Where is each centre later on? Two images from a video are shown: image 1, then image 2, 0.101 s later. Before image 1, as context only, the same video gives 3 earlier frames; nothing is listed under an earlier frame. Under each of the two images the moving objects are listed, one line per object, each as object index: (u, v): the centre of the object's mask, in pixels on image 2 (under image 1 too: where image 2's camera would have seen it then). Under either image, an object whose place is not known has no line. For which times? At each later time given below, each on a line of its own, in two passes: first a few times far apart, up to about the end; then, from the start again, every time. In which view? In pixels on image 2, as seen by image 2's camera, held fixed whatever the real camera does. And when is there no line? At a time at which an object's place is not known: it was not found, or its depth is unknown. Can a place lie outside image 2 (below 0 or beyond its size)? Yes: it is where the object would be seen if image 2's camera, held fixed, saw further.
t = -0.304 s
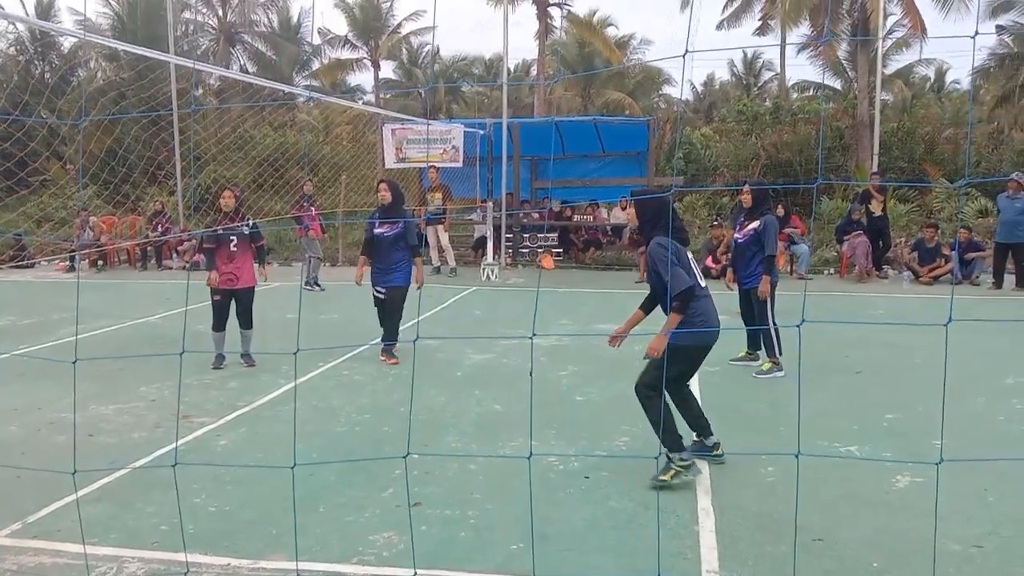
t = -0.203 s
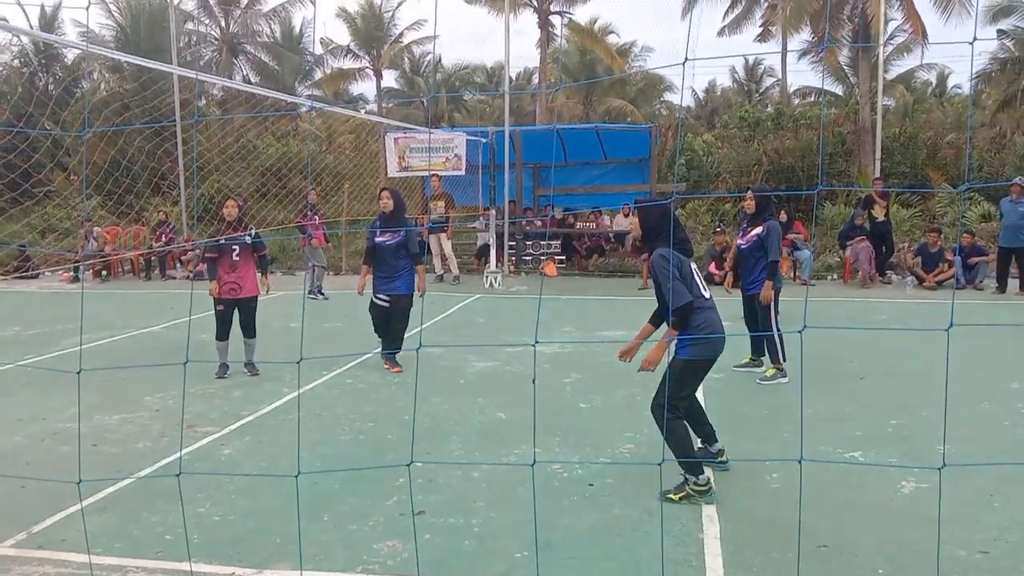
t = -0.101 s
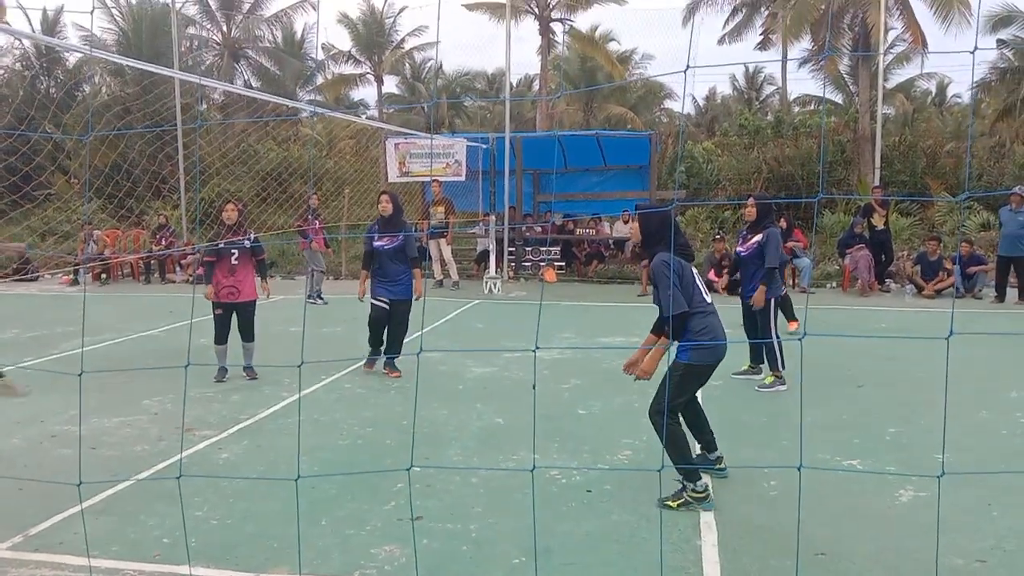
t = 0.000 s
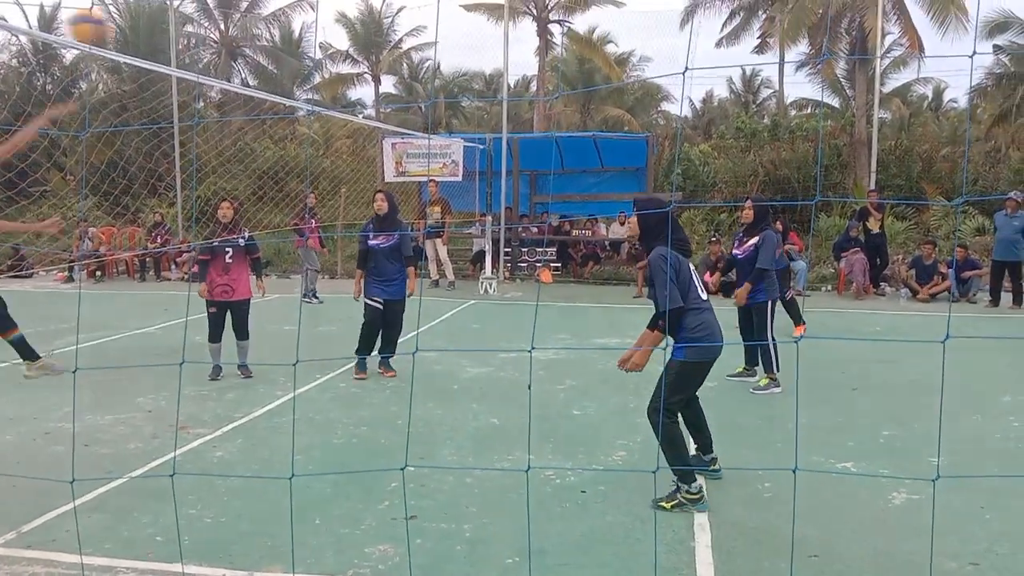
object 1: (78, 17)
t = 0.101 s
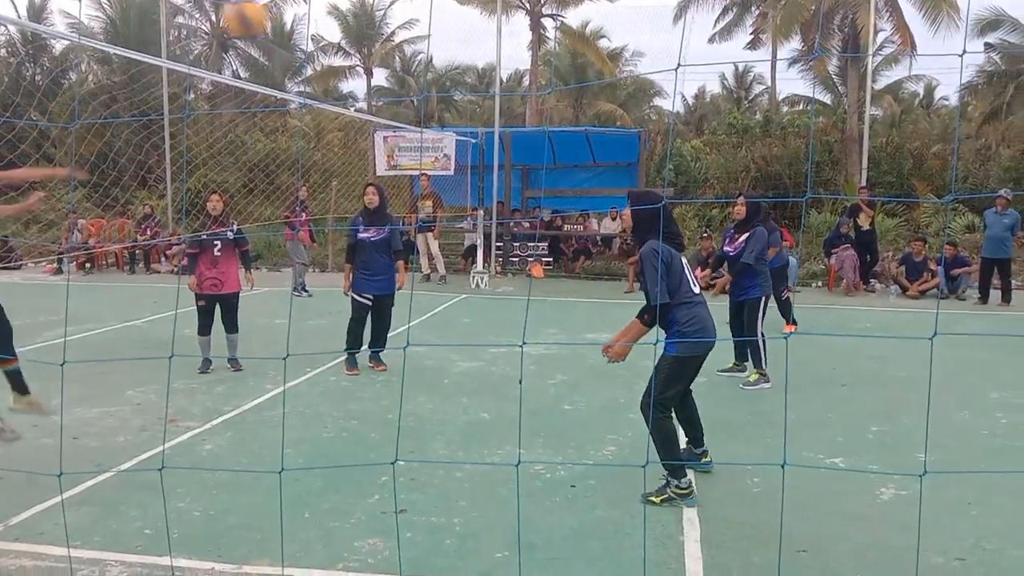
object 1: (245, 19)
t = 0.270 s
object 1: (504, 65)
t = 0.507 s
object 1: (818, 205)
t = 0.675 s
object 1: (1011, 348)
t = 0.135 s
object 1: (298, 26)
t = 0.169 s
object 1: (355, 31)
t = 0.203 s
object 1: (403, 40)
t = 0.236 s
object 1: (456, 52)
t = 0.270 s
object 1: (504, 65)
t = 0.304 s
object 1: (551, 78)
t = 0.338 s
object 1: (599, 96)
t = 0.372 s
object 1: (645, 114)
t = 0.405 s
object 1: (690, 134)
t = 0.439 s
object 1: (734, 157)
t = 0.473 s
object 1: (775, 179)
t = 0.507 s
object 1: (818, 205)
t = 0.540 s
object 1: (859, 232)
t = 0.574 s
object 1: (897, 261)
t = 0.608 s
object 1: (935, 286)
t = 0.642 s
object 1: (974, 317)
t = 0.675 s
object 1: (1011, 348)
